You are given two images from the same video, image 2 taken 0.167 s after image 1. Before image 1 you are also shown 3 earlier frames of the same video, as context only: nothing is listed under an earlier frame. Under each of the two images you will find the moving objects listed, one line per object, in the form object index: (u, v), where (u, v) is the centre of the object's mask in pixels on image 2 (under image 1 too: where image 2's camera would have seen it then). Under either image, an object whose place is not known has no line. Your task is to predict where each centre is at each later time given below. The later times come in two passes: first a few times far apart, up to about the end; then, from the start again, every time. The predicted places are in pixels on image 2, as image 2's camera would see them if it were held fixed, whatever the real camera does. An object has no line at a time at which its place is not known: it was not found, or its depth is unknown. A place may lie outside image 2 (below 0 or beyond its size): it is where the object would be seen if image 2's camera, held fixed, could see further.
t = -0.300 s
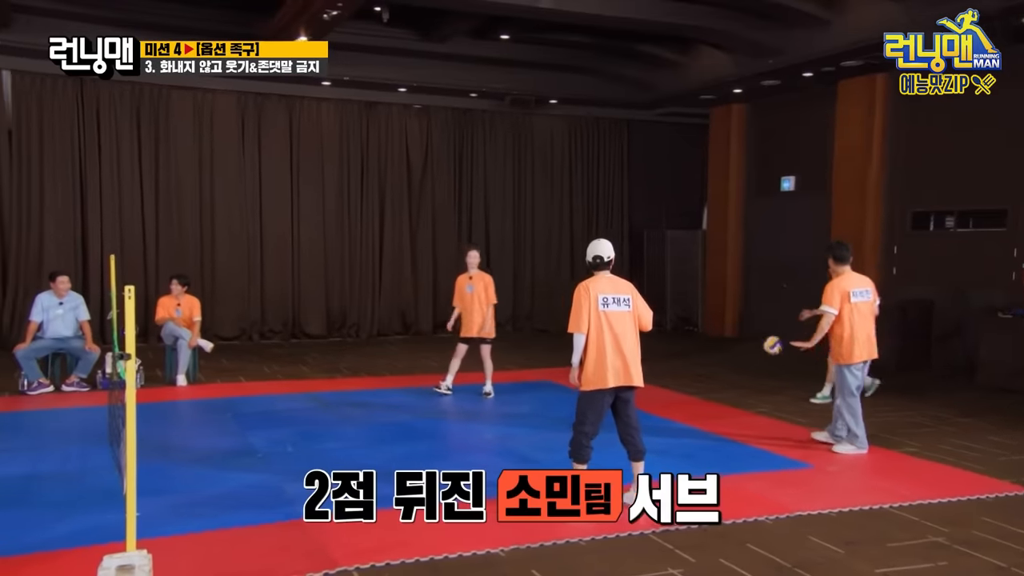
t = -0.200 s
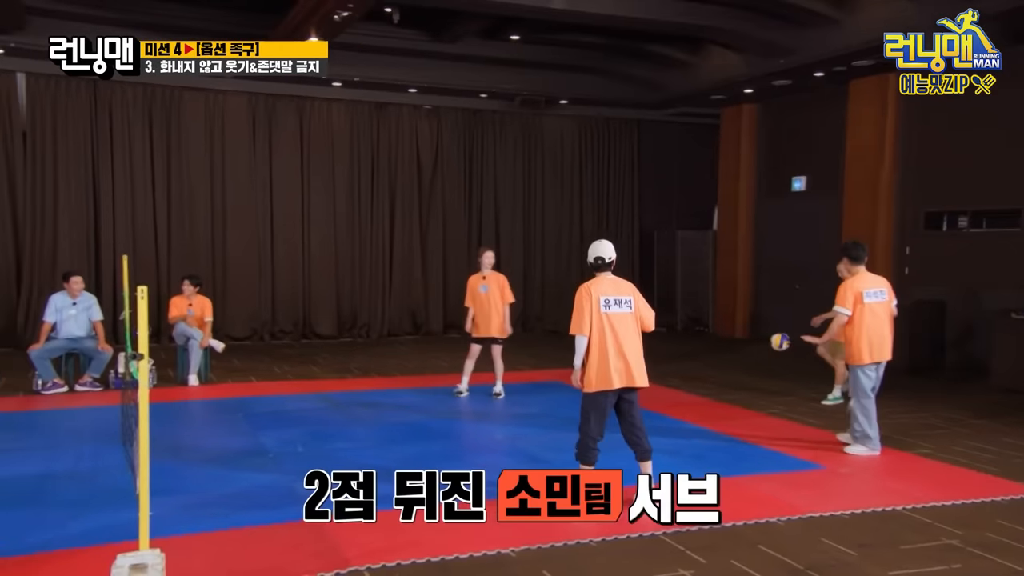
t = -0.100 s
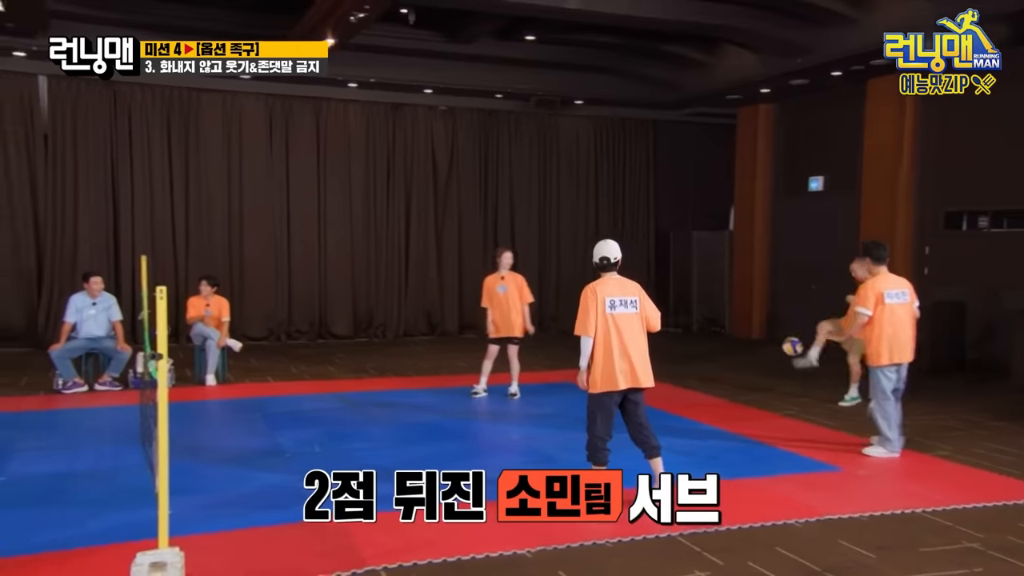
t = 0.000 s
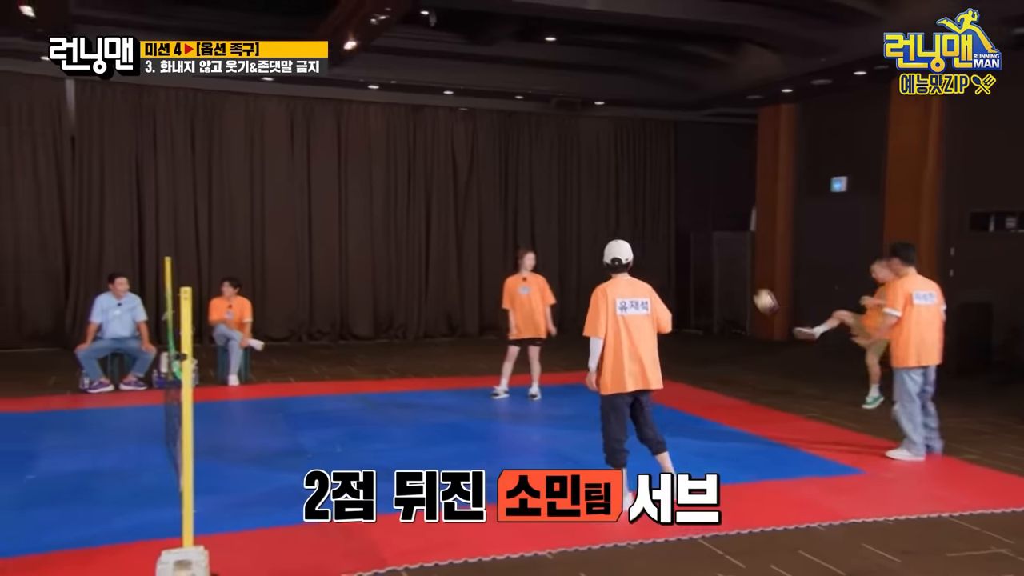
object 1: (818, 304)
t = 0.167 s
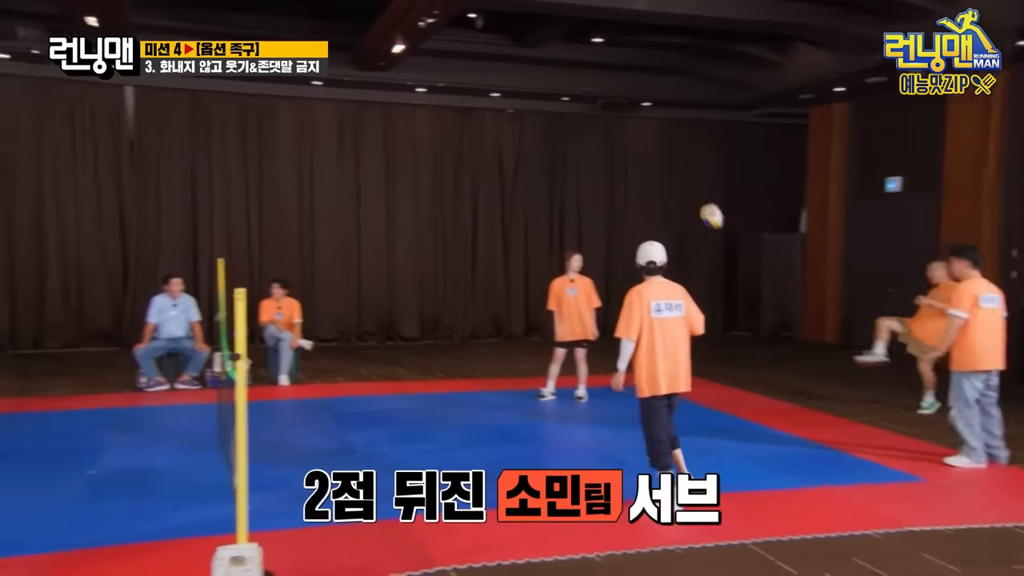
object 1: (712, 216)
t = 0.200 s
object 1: (690, 201)
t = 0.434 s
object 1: (531, 118)
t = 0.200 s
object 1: (690, 201)
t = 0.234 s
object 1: (668, 186)
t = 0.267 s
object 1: (646, 172)
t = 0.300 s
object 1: (623, 159)
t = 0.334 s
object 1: (601, 148)
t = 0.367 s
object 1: (577, 137)
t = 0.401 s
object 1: (554, 127)
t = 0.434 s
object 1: (531, 118)
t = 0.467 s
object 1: (507, 109)
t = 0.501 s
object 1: (483, 103)
